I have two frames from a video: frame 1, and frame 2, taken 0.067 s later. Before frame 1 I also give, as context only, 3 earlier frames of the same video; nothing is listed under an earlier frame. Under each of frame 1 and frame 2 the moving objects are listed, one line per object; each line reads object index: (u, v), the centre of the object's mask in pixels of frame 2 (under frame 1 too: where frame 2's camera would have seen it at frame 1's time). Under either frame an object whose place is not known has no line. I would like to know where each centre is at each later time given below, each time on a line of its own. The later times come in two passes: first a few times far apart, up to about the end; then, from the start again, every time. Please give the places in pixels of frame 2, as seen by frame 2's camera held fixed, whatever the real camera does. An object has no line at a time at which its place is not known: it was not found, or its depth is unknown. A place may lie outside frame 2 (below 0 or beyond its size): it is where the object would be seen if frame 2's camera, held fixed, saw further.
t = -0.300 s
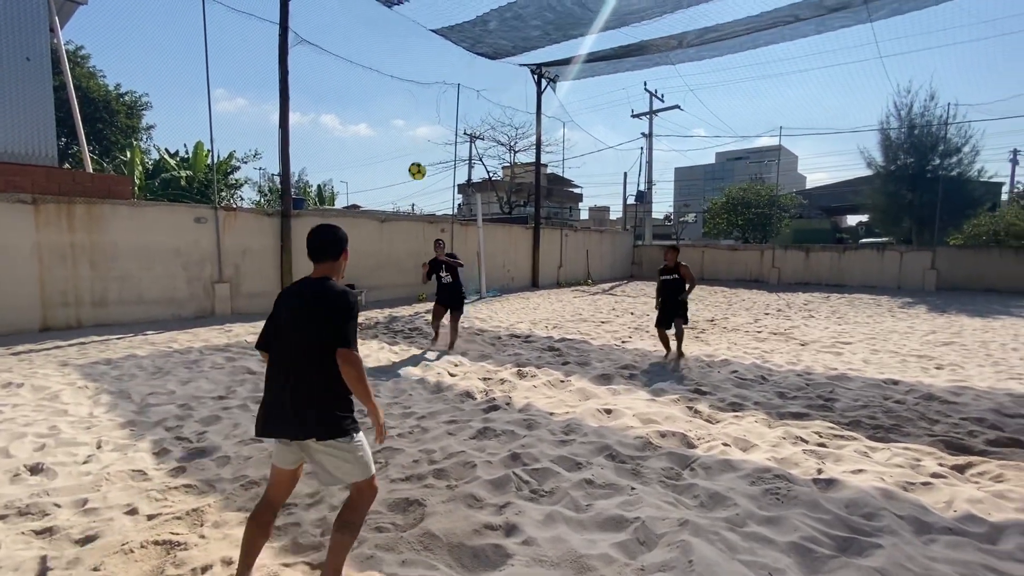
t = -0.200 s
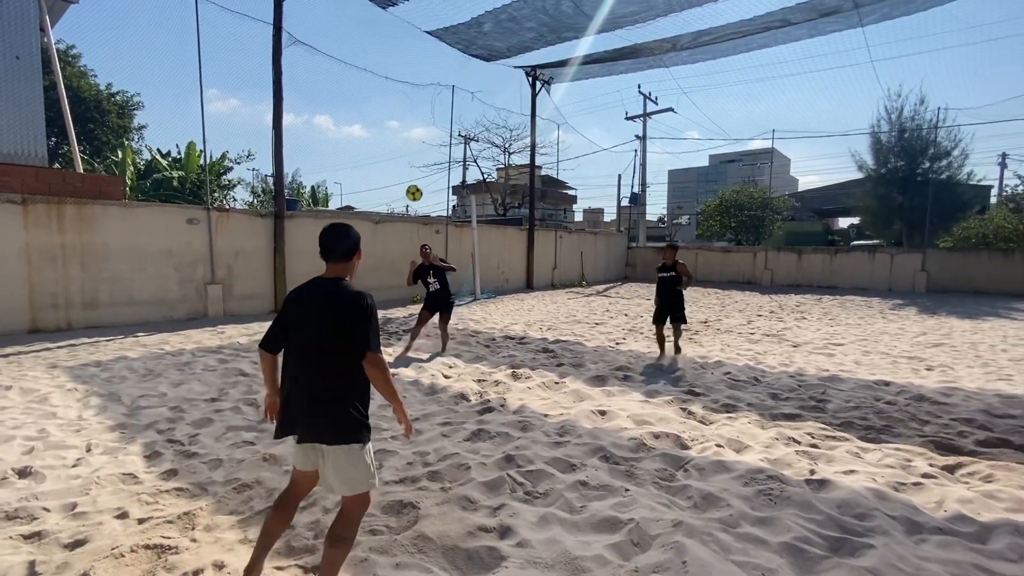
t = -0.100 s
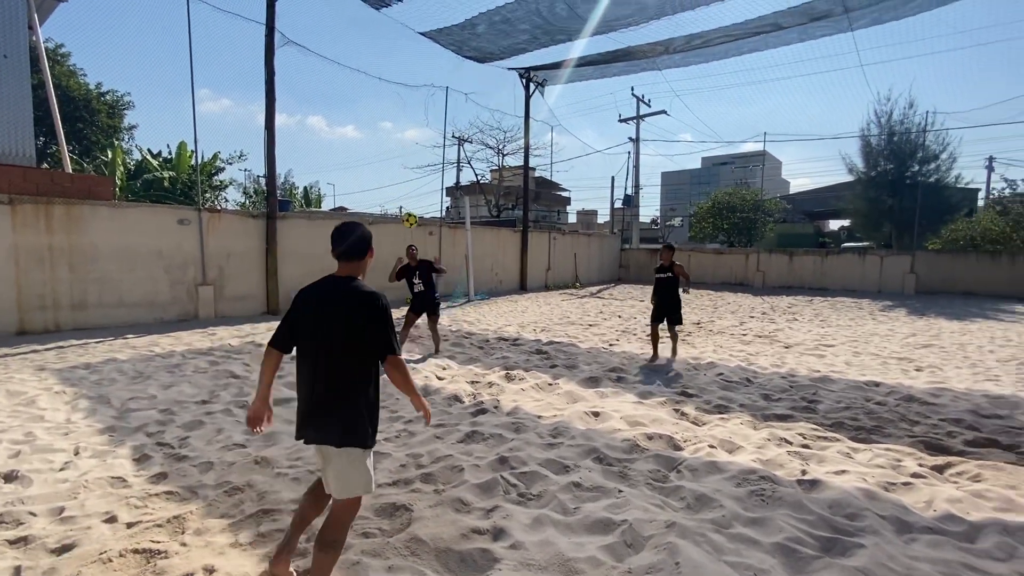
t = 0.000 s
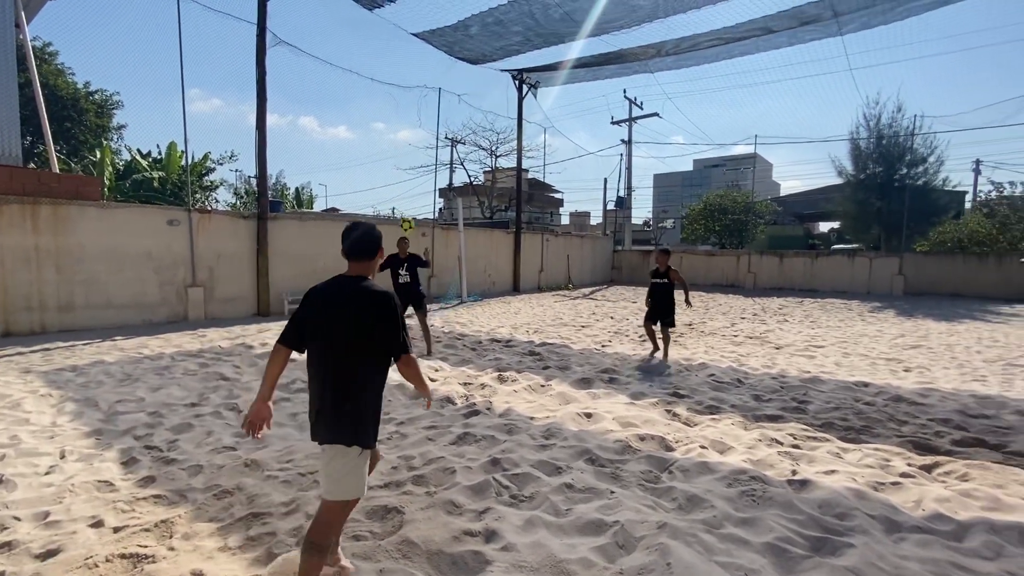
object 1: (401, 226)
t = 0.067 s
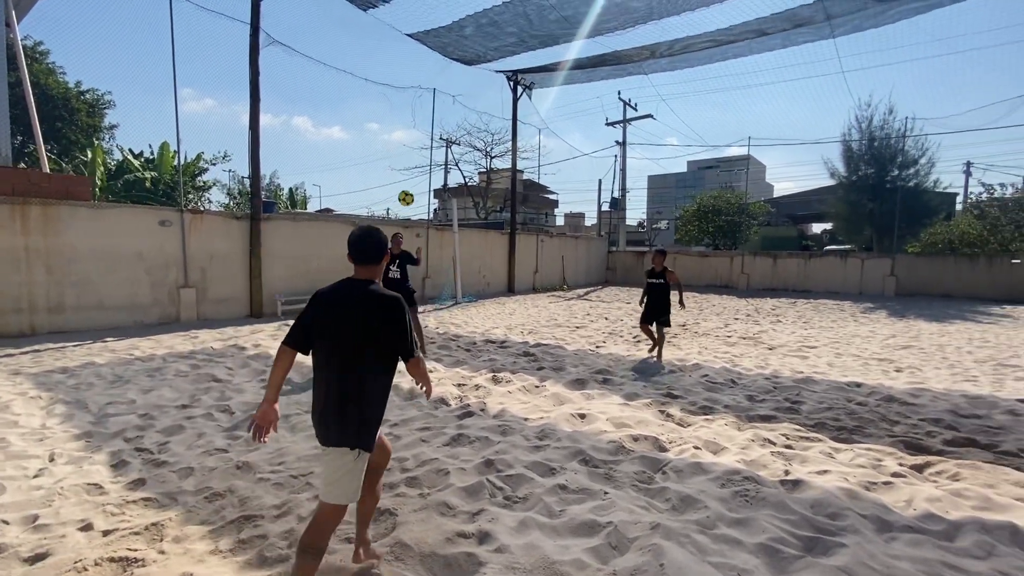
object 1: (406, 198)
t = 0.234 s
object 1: (421, 138)
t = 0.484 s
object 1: (450, 78)
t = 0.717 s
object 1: (484, 65)
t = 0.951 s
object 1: (522, 110)
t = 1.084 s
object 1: (548, 168)
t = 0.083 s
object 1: (407, 192)
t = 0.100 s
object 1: (408, 185)
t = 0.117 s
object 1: (410, 179)
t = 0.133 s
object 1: (412, 173)
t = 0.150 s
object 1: (413, 167)
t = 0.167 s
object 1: (415, 161)
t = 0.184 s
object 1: (416, 155)
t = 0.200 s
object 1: (418, 149)
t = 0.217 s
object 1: (419, 144)
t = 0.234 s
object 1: (421, 138)
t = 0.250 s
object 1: (423, 133)
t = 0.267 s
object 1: (425, 128)
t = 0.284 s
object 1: (426, 123)
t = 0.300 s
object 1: (428, 119)
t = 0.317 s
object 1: (430, 114)
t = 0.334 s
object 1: (432, 110)
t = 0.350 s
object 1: (434, 106)
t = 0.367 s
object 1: (436, 101)
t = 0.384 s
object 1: (438, 97)
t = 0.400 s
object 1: (440, 94)
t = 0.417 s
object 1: (442, 90)
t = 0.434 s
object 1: (444, 87)
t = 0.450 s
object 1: (446, 84)
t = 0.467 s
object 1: (448, 81)
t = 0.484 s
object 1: (450, 78)
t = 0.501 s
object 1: (453, 76)
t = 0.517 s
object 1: (455, 73)
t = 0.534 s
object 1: (457, 71)
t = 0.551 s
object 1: (459, 70)
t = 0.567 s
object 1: (462, 68)
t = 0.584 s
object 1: (464, 67)
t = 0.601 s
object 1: (467, 66)
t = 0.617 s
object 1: (469, 65)
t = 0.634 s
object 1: (471, 64)
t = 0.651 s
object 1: (474, 64)
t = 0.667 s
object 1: (476, 64)
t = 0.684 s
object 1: (479, 64)
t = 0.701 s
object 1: (481, 64)
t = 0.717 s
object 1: (484, 65)
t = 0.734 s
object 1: (486, 66)
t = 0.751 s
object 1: (489, 68)
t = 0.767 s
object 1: (492, 70)
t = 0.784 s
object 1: (494, 72)
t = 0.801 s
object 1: (497, 74)
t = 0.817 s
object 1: (499, 76)
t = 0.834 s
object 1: (502, 79)
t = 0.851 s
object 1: (505, 82)
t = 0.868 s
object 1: (508, 86)
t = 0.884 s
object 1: (510, 90)
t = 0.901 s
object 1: (513, 95)
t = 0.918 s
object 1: (516, 99)
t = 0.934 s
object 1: (519, 104)
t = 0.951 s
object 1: (522, 110)
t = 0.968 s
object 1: (525, 116)
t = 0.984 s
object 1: (529, 122)
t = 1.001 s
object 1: (532, 128)
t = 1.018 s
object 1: (535, 136)
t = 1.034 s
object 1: (538, 143)
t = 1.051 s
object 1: (541, 151)
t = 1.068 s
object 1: (544, 159)
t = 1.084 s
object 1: (548, 168)
